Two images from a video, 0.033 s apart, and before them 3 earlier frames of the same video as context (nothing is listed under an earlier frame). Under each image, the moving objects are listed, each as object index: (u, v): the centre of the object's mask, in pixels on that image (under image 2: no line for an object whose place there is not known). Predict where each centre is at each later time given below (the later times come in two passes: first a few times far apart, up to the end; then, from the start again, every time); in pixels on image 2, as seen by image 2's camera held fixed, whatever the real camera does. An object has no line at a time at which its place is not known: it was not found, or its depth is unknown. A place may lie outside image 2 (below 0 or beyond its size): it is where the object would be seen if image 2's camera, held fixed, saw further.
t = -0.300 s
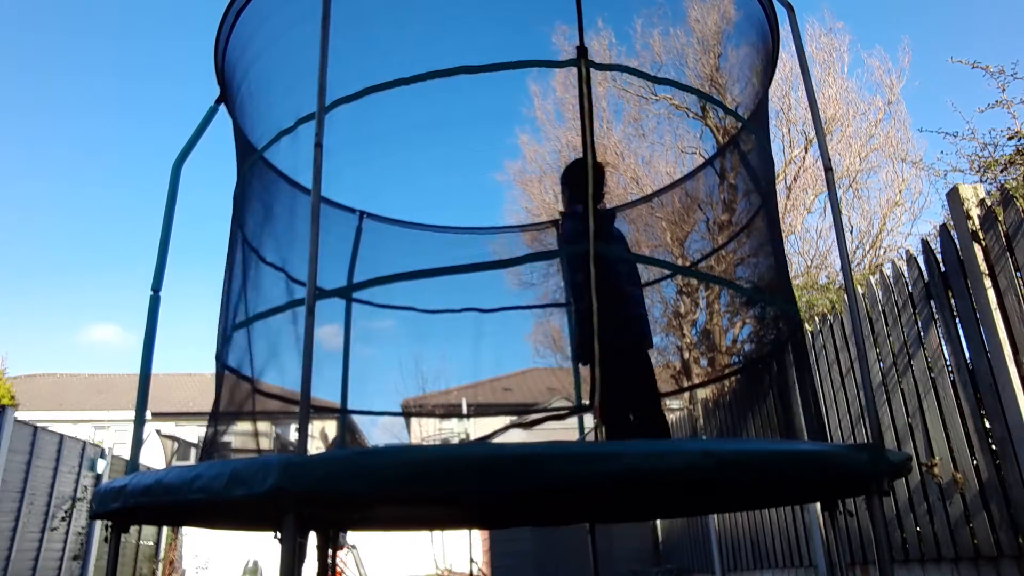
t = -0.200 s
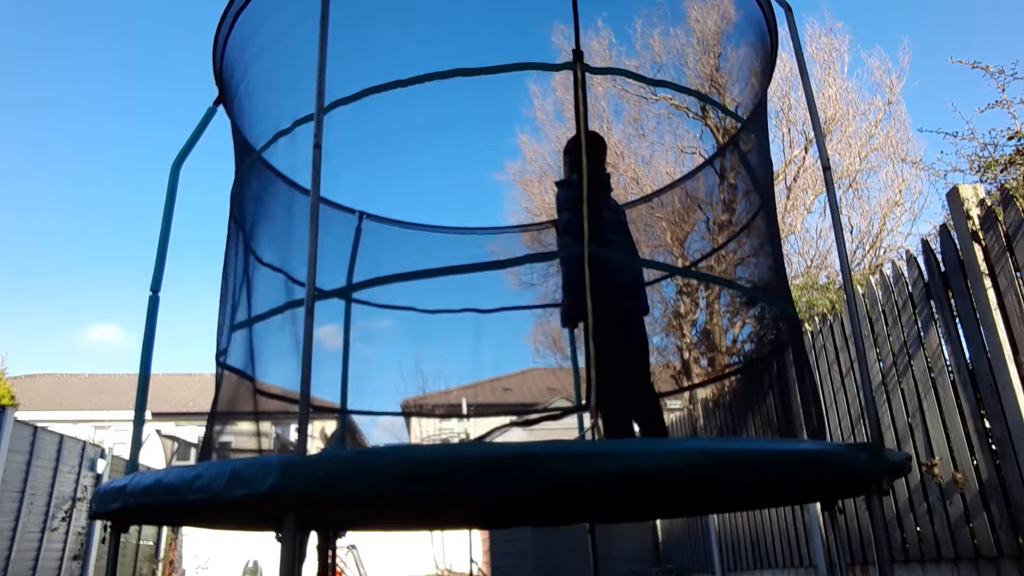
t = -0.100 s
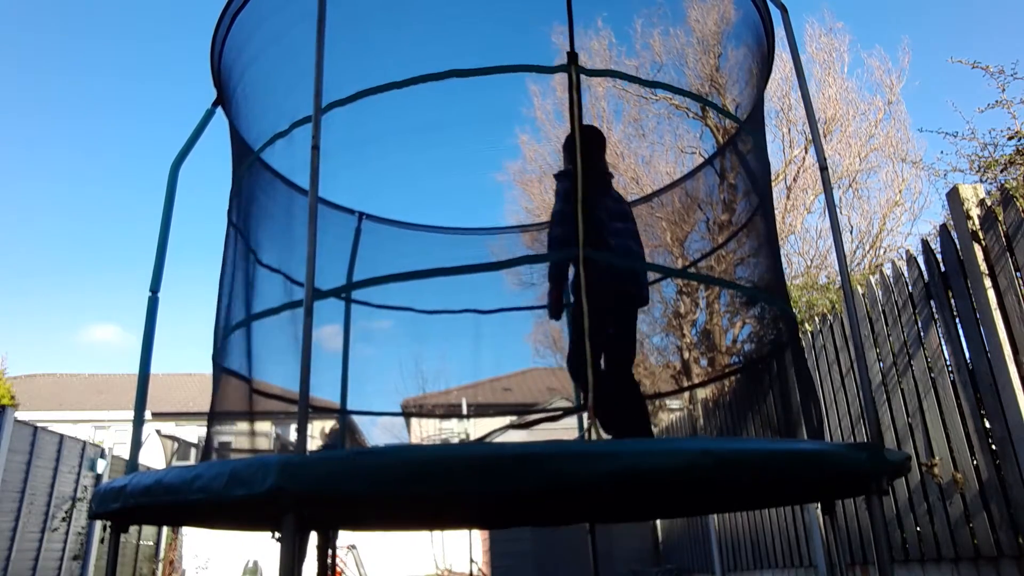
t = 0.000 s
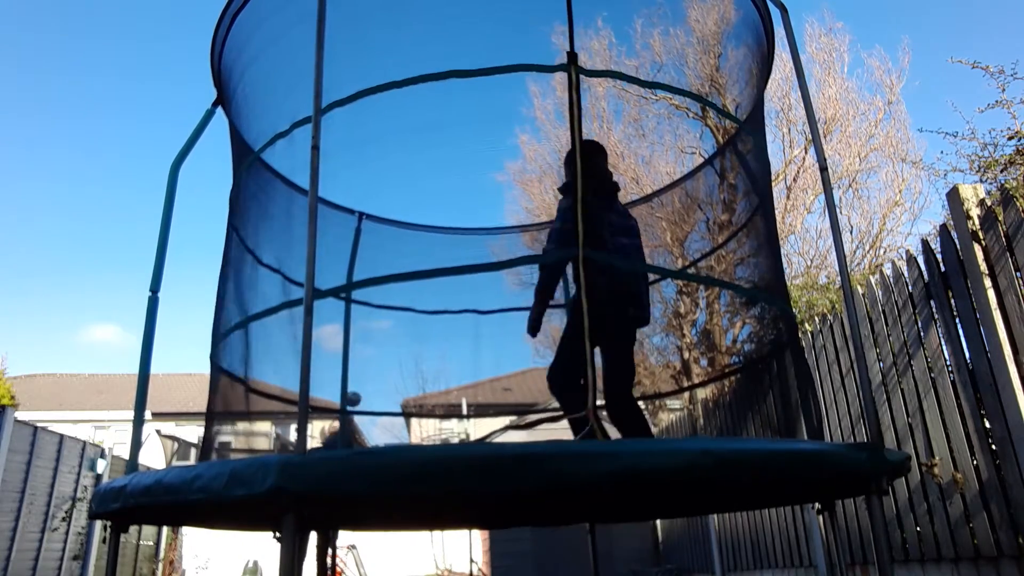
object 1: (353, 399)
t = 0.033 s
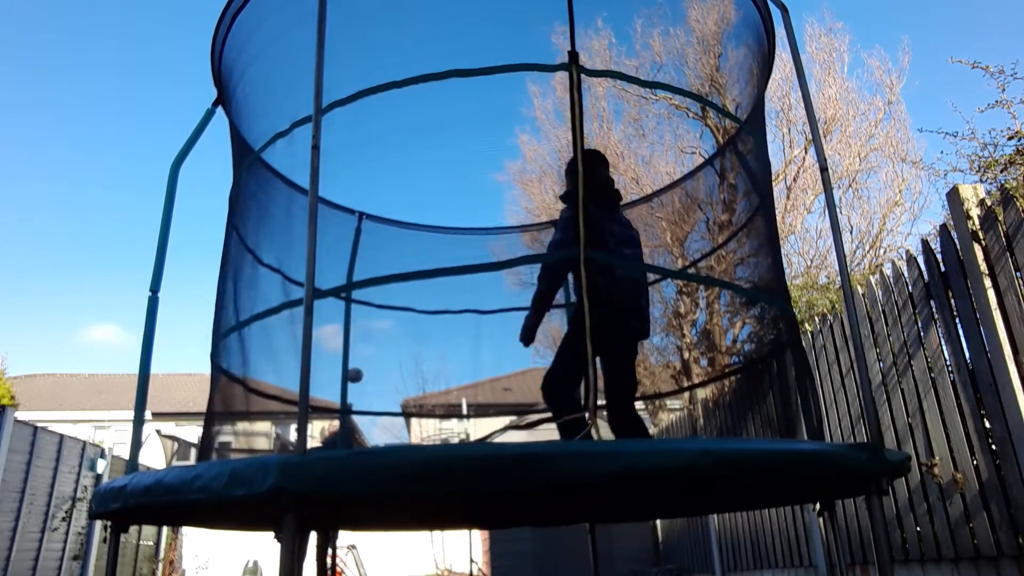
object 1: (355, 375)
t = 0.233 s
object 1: (364, 252)
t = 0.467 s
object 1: (373, 155)
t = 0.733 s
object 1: (382, 101)
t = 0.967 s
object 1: (388, 124)
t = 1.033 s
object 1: (390, 146)
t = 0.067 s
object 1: (357, 352)
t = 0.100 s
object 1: (358, 329)
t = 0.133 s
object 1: (359, 309)
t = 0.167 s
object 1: (361, 293)
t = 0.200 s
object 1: (362, 270)
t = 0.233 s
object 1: (364, 252)
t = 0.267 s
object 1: (367, 235)
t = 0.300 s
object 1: (368, 221)
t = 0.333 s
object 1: (368, 205)
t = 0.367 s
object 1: (369, 190)
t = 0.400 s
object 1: (370, 178)
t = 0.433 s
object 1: (371, 166)
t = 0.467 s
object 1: (373, 155)
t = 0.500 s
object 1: (374, 144)
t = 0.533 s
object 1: (377, 134)
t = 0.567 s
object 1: (376, 127)
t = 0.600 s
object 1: (377, 119)
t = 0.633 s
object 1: (378, 113)
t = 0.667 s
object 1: (380, 107)
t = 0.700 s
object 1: (380, 104)
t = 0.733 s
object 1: (382, 101)
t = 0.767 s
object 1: (382, 100)
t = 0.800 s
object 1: (383, 100)
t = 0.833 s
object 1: (384, 101)
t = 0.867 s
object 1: (386, 105)
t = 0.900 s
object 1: (386, 110)
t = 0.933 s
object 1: (387, 115)
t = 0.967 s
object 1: (388, 124)
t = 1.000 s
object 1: (389, 133)
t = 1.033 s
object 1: (390, 146)
